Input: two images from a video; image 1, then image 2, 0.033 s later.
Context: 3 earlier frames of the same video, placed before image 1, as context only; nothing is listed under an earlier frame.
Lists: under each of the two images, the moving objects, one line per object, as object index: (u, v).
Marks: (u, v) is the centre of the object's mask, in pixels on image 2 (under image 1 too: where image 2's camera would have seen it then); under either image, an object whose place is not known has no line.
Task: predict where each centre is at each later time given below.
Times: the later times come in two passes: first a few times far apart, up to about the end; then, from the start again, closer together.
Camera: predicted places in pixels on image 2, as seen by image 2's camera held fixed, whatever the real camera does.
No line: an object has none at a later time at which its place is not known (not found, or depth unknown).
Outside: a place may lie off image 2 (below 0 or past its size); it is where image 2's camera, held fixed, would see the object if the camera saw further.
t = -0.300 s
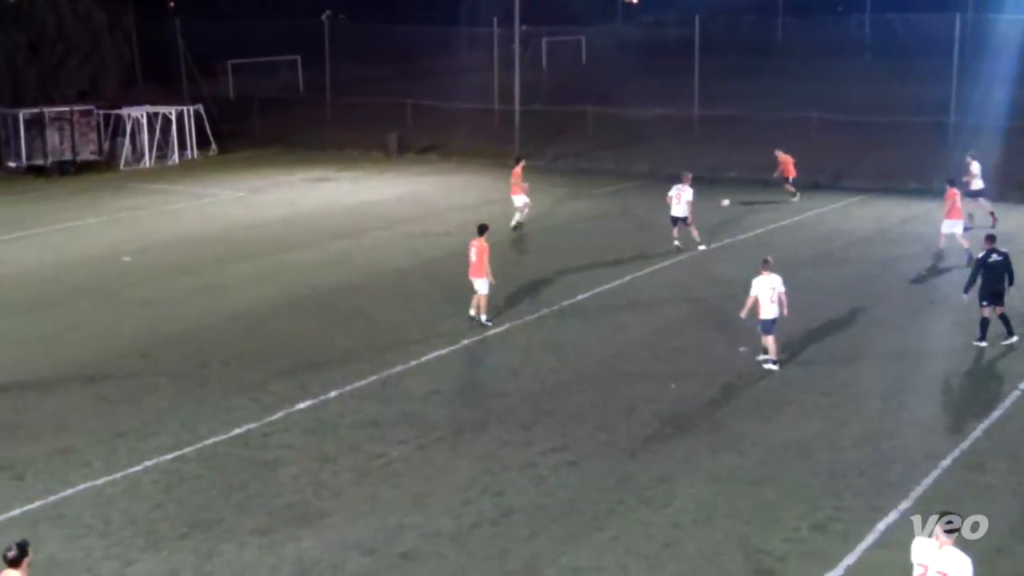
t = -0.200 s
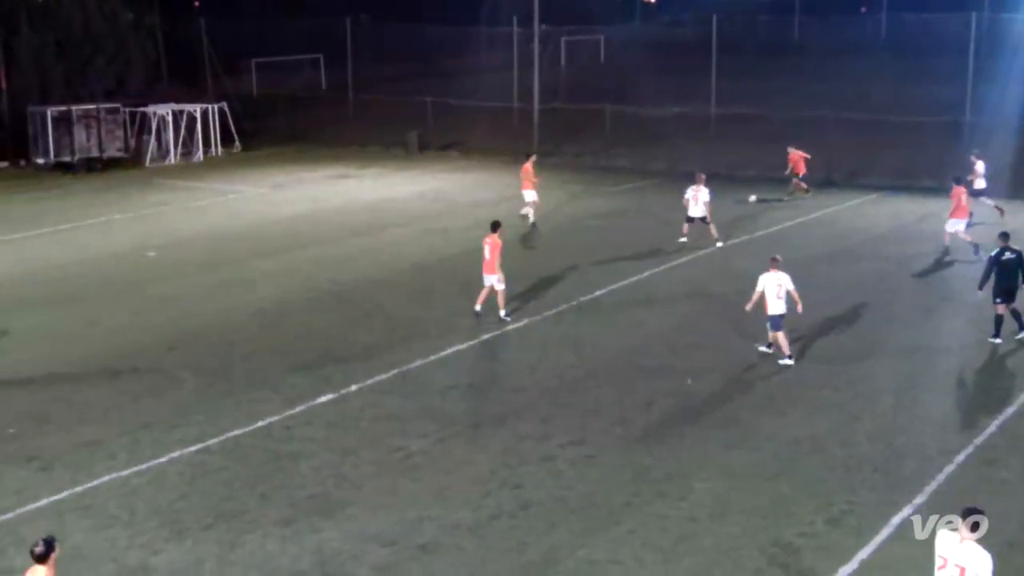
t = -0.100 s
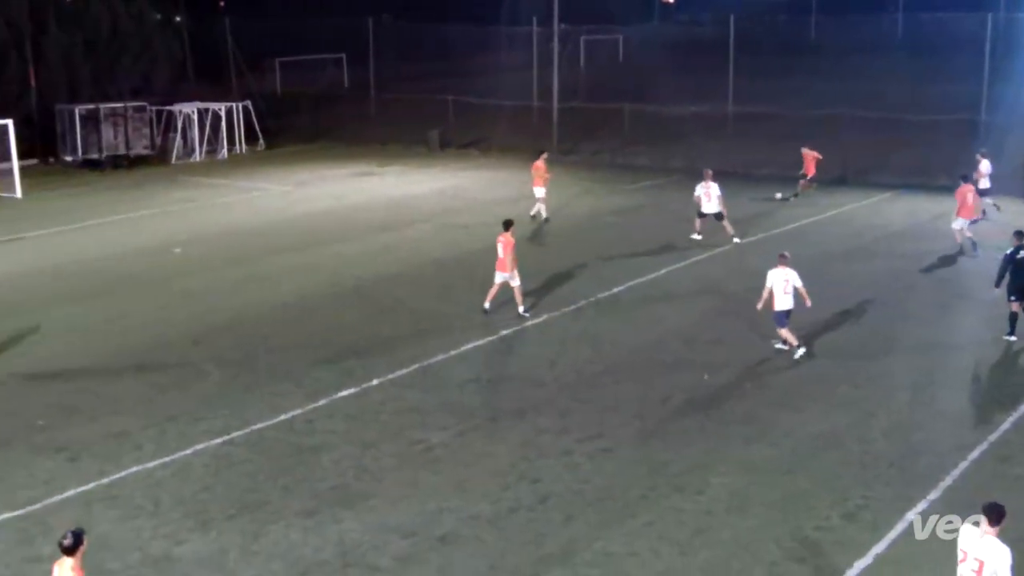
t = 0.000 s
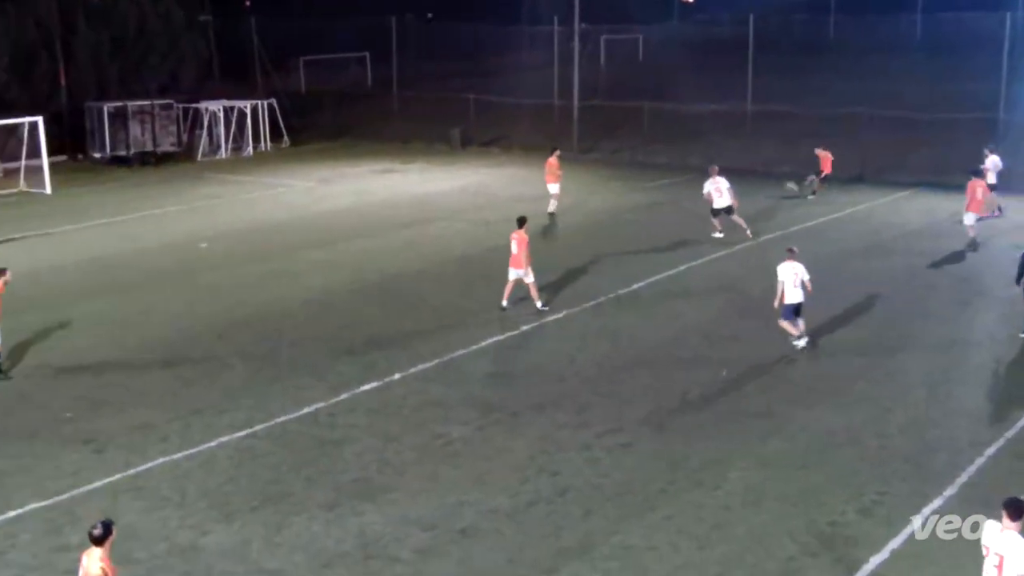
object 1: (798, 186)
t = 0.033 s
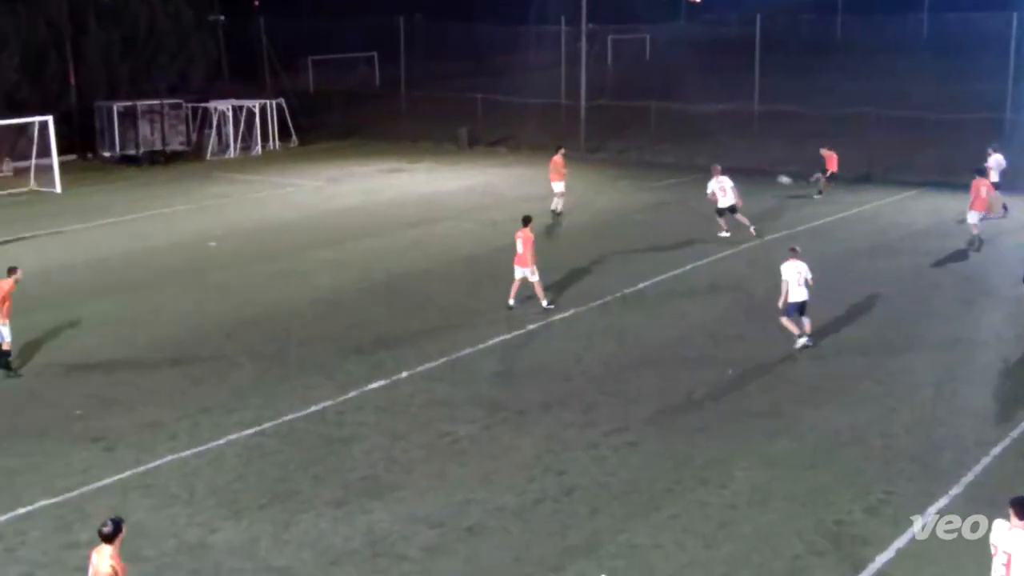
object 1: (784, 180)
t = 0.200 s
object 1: (712, 156)
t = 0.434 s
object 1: (610, 136)
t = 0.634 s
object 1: (517, 132)
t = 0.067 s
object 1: (770, 174)
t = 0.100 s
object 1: (756, 169)
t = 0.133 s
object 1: (741, 165)
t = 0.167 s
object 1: (727, 160)
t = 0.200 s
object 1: (712, 156)
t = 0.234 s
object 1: (698, 152)
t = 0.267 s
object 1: (683, 148)
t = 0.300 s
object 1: (669, 146)
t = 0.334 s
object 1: (654, 142)
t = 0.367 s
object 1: (640, 141)
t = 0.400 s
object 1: (625, 137)
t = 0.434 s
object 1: (610, 136)
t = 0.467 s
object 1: (595, 133)
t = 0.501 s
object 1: (580, 133)
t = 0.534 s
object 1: (564, 132)
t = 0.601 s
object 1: (533, 131)
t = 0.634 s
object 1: (517, 132)
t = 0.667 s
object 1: (502, 133)
